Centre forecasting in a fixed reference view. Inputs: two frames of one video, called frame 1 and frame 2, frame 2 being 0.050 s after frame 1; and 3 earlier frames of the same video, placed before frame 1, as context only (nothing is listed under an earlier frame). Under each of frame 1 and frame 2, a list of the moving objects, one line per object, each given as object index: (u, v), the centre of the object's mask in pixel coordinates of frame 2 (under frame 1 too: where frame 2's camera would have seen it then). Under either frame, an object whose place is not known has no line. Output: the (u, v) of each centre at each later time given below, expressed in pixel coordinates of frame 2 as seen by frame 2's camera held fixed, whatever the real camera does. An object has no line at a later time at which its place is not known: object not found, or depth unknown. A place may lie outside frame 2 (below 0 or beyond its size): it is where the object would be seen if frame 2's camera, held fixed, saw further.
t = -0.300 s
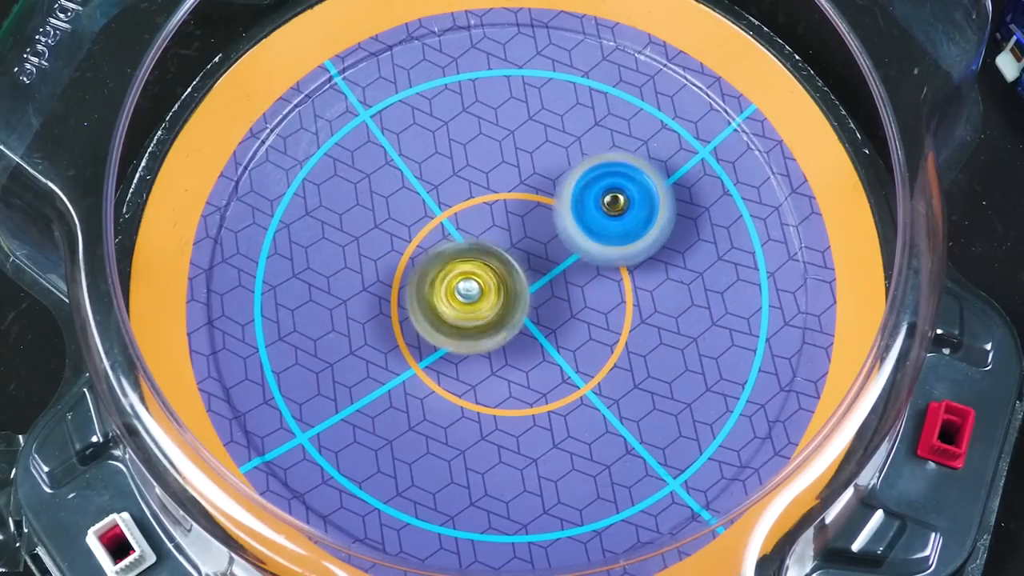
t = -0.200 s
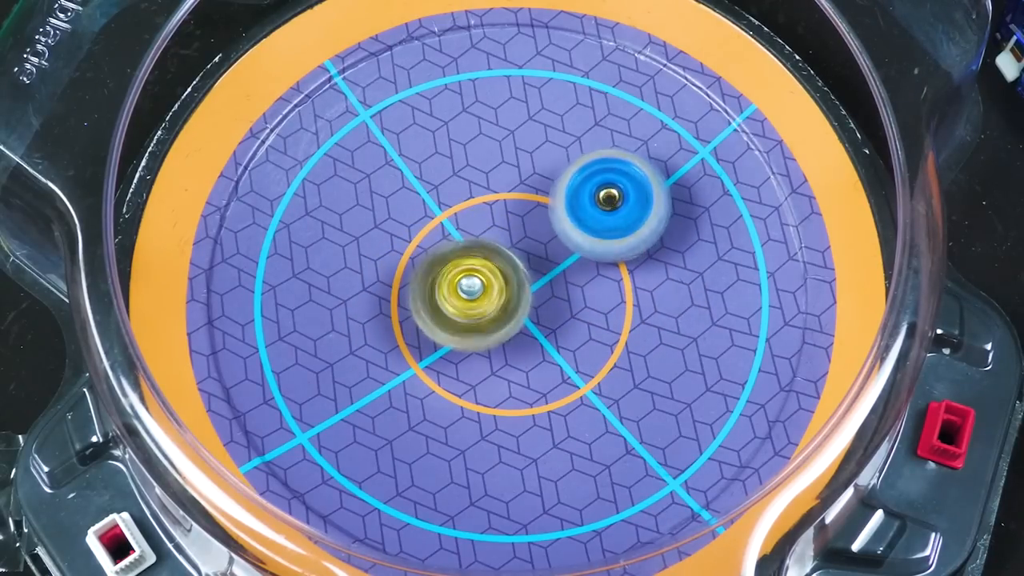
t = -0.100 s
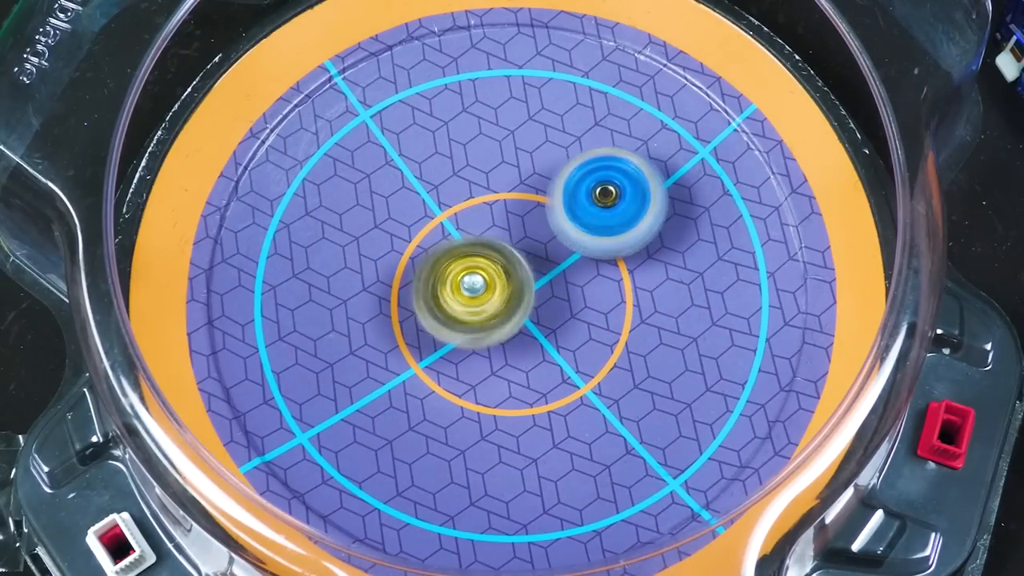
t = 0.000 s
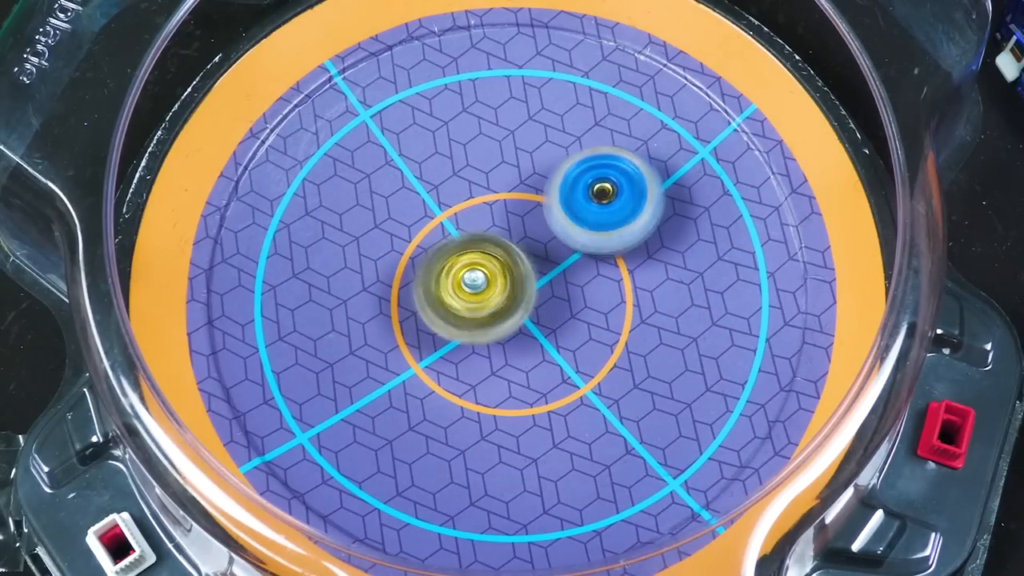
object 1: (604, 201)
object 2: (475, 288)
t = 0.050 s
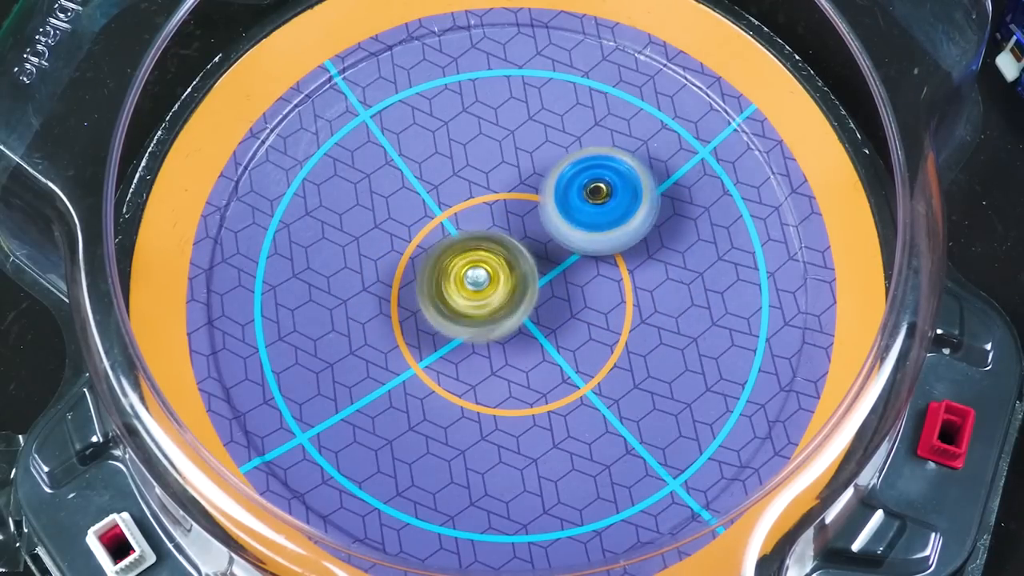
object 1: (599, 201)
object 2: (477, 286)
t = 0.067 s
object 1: (596, 200)
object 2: (477, 285)
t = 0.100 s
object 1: (593, 201)
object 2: (478, 283)
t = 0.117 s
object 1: (591, 201)
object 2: (478, 283)
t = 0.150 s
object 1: (586, 200)
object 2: (479, 281)
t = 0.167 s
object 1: (584, 201)
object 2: (480, 280)
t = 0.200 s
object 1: (578, 201)
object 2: (481, 279)
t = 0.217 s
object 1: (576, 200)
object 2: (479, 280)
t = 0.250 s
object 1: (580, 190)
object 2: (469, 287)
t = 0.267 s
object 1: (581, 187)
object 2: (467, 291)
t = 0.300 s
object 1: (577, 185)
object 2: (464, 294)
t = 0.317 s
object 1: (575, 183)
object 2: (464, 294)
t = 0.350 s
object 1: (572, 180)
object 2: (463, 296)
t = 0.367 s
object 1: (572, 179)
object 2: (463, 295)
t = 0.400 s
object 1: (569, 178)
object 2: (463, 294)
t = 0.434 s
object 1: (566, 177)
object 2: (464, 294)
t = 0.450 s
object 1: (566, 177)
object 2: (463, 294)
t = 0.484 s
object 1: (565, 176)
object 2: (463, 294)
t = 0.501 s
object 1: (564, 176)
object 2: (463, 294)
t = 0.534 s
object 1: (564, 176)
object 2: (464, 294)
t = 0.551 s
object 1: (563, 176)
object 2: (464, 293)
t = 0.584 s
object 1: (563, 176)
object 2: (465, 294)
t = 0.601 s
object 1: (563, 176)
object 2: (465, 293)
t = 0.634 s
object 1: (562, 176)
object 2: (466, 293)
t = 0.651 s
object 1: (562, 177)
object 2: (466, 293)
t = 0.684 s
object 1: (561, 176)
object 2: (467, 293)
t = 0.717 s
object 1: (561, 176)
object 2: (468, 292)
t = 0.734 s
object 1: (561, 176)
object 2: (468, 292)
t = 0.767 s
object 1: (561, 176)
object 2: (470, 292)
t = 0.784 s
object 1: (560, 176)
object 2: (472, 291)
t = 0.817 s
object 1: (560, 176)
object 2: (473, 290)
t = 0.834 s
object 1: (559, 175)
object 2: (473, 289)
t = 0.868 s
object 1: (560, 175)
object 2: (475, 288)
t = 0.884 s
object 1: (560, 175)
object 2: (475, 288)
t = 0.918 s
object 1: (559, 175)
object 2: (477, 286)
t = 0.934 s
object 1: (559, 175)
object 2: (477, 285)
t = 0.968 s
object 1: (559, 174)
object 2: (479, 284)
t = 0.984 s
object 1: (558, 174)
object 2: (480, 283)
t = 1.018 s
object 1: (558, 174)
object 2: (481, 281)
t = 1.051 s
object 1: (558, 173)
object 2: (481, 279)
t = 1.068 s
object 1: (557, 172)
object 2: (482, 278)
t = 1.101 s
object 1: (556, 173)
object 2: (483, 276)
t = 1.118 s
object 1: (556, 172)
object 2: (483, 275)
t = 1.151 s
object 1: (553, 173)
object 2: (484, 273)
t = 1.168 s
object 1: (553, 173)
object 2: (483, 272)
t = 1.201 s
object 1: (551, 171)
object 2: (483, 270)
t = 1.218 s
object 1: (550, 172)
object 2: (484, 270)
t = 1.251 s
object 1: (556, 161)
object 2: (477, 281)
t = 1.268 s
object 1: (557, 157)
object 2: (476, 286)
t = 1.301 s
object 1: (557, 154)
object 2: (472, 290)
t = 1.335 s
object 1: (556, 152)
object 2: (469, 292)
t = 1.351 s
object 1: (553, 151)
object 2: (469, 292)
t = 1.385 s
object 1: (553, 152)
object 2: (468, 293)
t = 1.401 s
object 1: (553, 152)
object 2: (468, 292)
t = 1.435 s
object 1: (553, 154)
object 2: (468, 292)
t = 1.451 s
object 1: (553, 155)
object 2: (466, 292)
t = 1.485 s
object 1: (550, 159)
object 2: (466, 292)
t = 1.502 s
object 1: (550, 162)
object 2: (466, 293)
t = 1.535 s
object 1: (547, 164)
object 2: (465, 293)
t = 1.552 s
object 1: (544, 165)
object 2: (466, 293)
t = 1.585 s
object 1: (541, 167)
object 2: (466, 293)
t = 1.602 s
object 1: (540, 166)
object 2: (467, 293)
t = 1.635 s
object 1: (537, 166)
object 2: (467, 294)
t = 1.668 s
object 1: (537, 165)
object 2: (468, 294)
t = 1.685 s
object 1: (537, 164)
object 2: (470, 294)
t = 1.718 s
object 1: (535, 165)
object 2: (470, 294)
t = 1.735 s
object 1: (535, 165)
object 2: (471, 293)
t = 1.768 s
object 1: (532, 167)
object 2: (473, 293)
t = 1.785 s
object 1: (532, 168)
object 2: (473, 291)
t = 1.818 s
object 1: (529, 170)
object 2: (475, 291)
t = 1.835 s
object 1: (527, 173)
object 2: (475, 291)
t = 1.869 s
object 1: (523, 175)
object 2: (476, 288)
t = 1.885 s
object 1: (520, 177)
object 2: (476, 288)
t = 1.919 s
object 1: (517, 179)
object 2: (478, 292)
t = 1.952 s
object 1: (517, 163)
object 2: (478, 311)
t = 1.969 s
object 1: (516, 158)
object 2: (479, 318)
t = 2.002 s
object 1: (514, 154)
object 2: (480, 329)
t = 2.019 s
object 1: (512, 154)
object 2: (481, 331)
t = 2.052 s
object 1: (508, 154)
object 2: (483, 333)
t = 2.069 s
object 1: (508, 154)
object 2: (484, 333)
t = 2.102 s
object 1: (506, 153)
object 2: (485, 332)
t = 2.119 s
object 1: (506, 153)
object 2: (486, 331)
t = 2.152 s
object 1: (506, 153)
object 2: (485, 331)
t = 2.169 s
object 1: (505, 155)
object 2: (485, 330)
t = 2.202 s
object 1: (505, 155)
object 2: (485, 330)
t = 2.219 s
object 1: (504, 156)
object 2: (486, 330)
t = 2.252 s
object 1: (504, 157)
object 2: (486, 328)
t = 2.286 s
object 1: (503, 157)
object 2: (486, 327)
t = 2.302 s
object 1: (502, 157)
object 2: (489, 325)
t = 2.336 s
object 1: (501, 158)
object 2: (490, 321)
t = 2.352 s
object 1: (500, 157)
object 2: (492, 317)
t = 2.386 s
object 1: (499, 157)
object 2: (495, 311)
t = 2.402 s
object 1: (498, 157)
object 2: (497, 305)
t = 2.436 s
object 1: (497, 157)
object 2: (500, 298)
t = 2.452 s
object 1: (497, 158)
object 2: (501, 294)
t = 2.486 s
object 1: (495, 159)
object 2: (504, 285)
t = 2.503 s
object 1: (495, 161)
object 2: (505, 280)
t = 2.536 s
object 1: (491, 157)
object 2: (510, 277)
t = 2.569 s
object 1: (487, 141)
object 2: (516, 287)
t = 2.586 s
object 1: (487, 135)
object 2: (520, 290)
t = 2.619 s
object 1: (483, 129)
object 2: (522, 293)
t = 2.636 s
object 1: (482, 130)
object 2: (525, 293)
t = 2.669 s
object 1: (479, 130)
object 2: (524, 292)
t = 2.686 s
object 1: (477, 132)
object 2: (524, 292)
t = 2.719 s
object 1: (476, 133)
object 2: (523, 292)
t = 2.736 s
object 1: (475, 133)
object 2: (524, 293)
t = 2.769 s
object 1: (476, 135)
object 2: (523, 293)
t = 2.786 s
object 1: (476, 136)
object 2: (525, 293)
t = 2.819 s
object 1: (477, 140)
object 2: (524, 292)
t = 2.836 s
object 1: (477, 140)
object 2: (525, 292)
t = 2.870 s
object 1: (476, 143)
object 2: (524, 292)
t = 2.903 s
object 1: (475, 145)
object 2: (524, 292)
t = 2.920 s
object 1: (474, 145)
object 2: (524, 291)
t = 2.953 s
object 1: (472, 147)
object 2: (524, 291)
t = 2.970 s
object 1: (472, 147)
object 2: (523, 290)
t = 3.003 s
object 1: (471, 152)
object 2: (522, 290)
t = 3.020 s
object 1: (472, 154)
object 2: (521, 289)
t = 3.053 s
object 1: (468, 158)
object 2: (521, 289)
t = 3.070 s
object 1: (469, 161)
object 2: (520, 289)
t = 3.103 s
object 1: (467, 168)
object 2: (520, 289)
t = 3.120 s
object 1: (465, 173)
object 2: (519, 288)
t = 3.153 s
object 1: (464, 179)
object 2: (518, 288)
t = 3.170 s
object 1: (461, 184)
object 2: (517, 287)
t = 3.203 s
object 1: (457, 188)
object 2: (517, 290)
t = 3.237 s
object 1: (452, 188)
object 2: (519, 298)
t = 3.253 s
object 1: (451, 191)
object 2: (519, 300)
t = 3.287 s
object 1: (447, 196)
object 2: (516, 305)
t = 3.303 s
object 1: (445, 197)
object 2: (517, 306)
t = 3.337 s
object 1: (442, 200)
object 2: (515, 311)
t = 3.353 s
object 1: (440, 202)
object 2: (515, 312)
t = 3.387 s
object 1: (437, 206)
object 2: (515, 314)
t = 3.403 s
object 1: (435, 206)
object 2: (516, 314)
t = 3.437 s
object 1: (434, 208)
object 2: (515, 313)
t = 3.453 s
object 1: (433, 209)
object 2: (514, 313)
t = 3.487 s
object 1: (431, 212)
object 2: (513, 314)
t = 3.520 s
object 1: (429, 213)
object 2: (514, 314)
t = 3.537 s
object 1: (429, 213)
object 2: (512, 314)
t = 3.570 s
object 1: (430, 215)
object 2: (513, 314)
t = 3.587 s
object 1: (429, 215)
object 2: (512, 314)
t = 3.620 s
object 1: (428, 216)
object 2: (513, 314)
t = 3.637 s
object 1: (428, 215)
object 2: (512, 313)
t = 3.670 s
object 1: (430, 216)
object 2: (512, 313)
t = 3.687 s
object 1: (431, 216)
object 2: (511, 312)
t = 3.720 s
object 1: (431, 217)
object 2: (512, 311)
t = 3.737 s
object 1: (432, 218)
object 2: (510, 310)
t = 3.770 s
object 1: (431, 217)
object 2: (510, 310)
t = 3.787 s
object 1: (432, 216)
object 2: (510, 311)
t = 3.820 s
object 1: (433, 212)
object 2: (513, 313)
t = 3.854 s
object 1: (436, 214)
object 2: (514, 312)
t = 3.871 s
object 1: (437, 215)
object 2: (512, 310)
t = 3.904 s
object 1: (436, 220)
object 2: (511, 311)
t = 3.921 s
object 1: (436, 220)
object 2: (512, 310)
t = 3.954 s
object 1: (434, 221)
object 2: (513, 310)
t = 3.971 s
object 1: (434, 221)
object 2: (513, 309)
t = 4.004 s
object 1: (433, 220)
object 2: (514, 311)
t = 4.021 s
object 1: (431, 220)
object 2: (515, 311)
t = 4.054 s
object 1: (432, 221)
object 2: (518, 310)
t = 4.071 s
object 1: (432, 222)
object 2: (517, 310)
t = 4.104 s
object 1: (432, 225)
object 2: (517, 309)
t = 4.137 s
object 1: (428, 224)
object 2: (518, 311)
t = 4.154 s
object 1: (428, 224)
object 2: (517, 310)
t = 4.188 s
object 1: (430, 224)
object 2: (519, 310)
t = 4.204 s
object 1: (430, 226)
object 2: (518, 308)
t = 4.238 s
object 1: (430, 228)
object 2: (519, 309)
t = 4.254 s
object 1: (431, 228)
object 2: (519, 308)
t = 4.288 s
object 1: (430, 226)
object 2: (523, 309)
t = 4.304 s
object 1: (431, 227)
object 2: (524, 308)
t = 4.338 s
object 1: (429, 229)
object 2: (527, 305)
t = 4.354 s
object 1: (425, 228)
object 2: (532, 308)
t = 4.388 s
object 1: (418, 226)
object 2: (539, 307)
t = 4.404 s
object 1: (419, 226)
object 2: (540, 307)
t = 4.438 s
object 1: (420, 228)
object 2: (543, 305)
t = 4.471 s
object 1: (419, 233)
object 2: (545, 301)
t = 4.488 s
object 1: (418, 233)
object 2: (545, 300)
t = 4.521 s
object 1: (417, 235)
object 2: (548, 296)
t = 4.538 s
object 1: (417, 234)
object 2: (548, 293)
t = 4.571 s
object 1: (419, 236)
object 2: (549, 289)
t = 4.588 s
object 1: (419, 237)
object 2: (548, 286)
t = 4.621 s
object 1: (419, 242)
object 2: (548, 281)
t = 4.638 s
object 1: (418, 242)
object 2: (548, 279)
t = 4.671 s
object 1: (421, 245)
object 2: (545, 275)
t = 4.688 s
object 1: (421, 245)
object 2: (544, 272)
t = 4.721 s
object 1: (411, 250)
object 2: (553, 265)
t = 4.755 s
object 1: (398, 253)
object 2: (563, 260)
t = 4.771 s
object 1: (395, 255)
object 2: (567, 255)
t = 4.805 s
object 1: (393, 259)
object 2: (574, 251)
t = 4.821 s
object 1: (392, 263)
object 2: (577, 248)
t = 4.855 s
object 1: (389, 264)
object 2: (578, 243)
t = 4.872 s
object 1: (389, 266)
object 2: (580, 242)
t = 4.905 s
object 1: (389, 266)
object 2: (581, 238)
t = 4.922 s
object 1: (390, 268)
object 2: (579, 237)
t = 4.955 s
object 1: (391, 268)
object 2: (580, 235)
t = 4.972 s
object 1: (392, 270)
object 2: (580, 233)
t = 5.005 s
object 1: (394, 269)
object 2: (575, 233)
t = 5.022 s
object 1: (395, 271)
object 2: (574, 234)
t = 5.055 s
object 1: (397, 272)
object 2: (569, 231)
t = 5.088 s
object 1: (398, 276)
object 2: (564, 234)
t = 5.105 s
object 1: (398, 277)
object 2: (561, 232)
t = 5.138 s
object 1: (396, 280)
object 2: (553, 235)
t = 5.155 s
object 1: (396, 280)
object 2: (550, 238)
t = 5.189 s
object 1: (398, 280)
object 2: (540, 239)
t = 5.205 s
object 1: (399, 280)
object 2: (535, 242)
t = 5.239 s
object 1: (402, 283)
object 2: (529, 246)
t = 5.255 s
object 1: (403, 284)
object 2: (523, 249)
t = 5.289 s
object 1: (401, 288)
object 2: (520, 251)
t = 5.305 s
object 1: (400, 288)
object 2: (519, 251)
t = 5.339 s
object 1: (401, 289)
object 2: (521, 253)
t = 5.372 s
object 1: (396, 287)
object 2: (529, 255)
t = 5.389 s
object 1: (395, 288)
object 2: (531, 257)
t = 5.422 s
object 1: (396, 287)
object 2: (540, 263)
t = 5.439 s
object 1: (399, 288)
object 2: (544, 264)
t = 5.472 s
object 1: (400, 290)
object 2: (551, 268)
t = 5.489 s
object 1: (402, 290)
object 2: (554, 271)
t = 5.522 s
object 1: (402, 292)
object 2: (559, 273)
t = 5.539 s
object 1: (403, 292)
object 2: (562, 274)
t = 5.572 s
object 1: (404, 295)
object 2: (566, 274)
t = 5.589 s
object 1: (405, 295)
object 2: (568, 275)
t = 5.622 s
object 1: (405, 298)
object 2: (571, 276)
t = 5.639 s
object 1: (404, 298)
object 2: (571, 275)
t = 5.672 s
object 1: (405, 301)
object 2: (571, 276)
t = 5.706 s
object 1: (408, 299)
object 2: (570, 276)
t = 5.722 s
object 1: (410, 300)
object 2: (569, 277)
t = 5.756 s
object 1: (413, 302)
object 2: (570, 279)
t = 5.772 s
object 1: (415, 304)
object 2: (569, 280)
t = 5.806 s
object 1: (416, 306)
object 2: (568, 282)
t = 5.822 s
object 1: (420, 306)
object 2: (567, 281)
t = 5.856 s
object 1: (424, 310)
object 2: (563, 280)
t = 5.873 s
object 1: (427, 311)
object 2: (563, 282)
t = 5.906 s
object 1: (430, 315)
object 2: (558, 281)
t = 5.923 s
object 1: (432, 315)
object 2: (554, 281)
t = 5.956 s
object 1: (428, 320)
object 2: (557, 277)
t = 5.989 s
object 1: (423, 322)
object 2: (560, 274)
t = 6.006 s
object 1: (424, 324)
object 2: (560, 273)
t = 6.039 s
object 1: (426, 325)
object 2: (556, 272)
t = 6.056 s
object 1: (427, 325)
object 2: (555, 273)
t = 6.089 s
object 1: (427, 326)
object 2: (553, 275)
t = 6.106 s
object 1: (427, 325)
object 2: (552, 275)
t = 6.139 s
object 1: (429, 323)
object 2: (550, 276)
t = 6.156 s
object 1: (432, 322)
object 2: (551, 277)
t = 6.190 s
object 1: (433, 323)
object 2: (552, 274)
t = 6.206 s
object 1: (433, 322)
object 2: (552, 271)
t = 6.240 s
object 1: (437, 322)
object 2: (550, 268)
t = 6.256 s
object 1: (438, 323)
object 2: (547, 268)
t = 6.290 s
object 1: (439, 325)
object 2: (547, 265)
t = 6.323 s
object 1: (439, 327)
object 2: (549, 262)
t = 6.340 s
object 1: (440, 326)
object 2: (549, 260)
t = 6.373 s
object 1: (443, 327)
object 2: (548, 257)
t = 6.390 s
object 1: (444, 328)
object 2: (549, 256)
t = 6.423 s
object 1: (445, 330)
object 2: (549, 251)
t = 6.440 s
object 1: (444, 328)
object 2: (548, 249)
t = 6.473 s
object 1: (448, 326)
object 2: (546, 249)
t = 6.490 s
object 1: (448, 327)
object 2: (545, 245)
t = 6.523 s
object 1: (448, 329)
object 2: (544, 236)
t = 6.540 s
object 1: (448, 330)
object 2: (544, 234)
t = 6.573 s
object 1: (448, 329)
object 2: (543, 228)
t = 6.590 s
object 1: (450, 328)
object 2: (542, 228)
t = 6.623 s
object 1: (452, 329)
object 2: (538, 225)
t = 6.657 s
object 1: (455, 331)
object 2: (534, 220)
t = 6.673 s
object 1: (456, 331)
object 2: (532, 221)
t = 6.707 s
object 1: (459, 331)
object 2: (527, 222)
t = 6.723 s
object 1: (461, 332)
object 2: (524, 220)
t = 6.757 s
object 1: (463, 332)
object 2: (518, 220)
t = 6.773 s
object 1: (465, 334)
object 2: (515, 222)
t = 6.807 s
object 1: (466, 335)
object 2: (512, 225)
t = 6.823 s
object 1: (465, 339)
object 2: (510, 225)
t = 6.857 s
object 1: (465, 353)
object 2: (502, 211)
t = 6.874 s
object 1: (465, 361)
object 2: (499, 210)
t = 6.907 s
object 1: (468, 369)
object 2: (494, 208)
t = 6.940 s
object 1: (473, 375)
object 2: (493, 209)
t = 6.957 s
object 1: (474, 377)
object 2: (494, 209)
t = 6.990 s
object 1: (476, 378)
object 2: (494, 206)
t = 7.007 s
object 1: (476, 379)
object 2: (493, 205)
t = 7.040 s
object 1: (475, 377)
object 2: (487, 204)
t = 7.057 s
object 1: (476, 377)
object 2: (483, 205)
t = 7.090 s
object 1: (474, 375)
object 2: (480, 212)
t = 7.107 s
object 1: (474, 372)
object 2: (480, 215)
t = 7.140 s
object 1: (475, 369)
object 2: (485, 222)
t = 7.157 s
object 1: (474, 366)
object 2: (487, 224)
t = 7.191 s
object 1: (474, 359)
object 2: (491, 224)
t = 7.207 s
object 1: (475, 356)
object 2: (491, 224)
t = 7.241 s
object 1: (480, 347)
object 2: (493, 227)
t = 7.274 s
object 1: (486, 341)
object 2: (495, 228)
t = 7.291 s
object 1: (490, 339)
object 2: (497, 230)
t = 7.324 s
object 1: (500, 338)
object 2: (503, 234)
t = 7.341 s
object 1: (502, 338)
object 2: (508, 233)
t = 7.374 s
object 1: (506, 340)
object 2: (516, 229)
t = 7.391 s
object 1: (506, 343)
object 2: (518, 226)
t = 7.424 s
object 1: (505, 342)
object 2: (521, 224)
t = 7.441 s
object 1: (506, 342)
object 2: (523, 222)
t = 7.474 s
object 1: (506, 341)
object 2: (524, 221)
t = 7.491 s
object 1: (508, 340)
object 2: (525, 220)
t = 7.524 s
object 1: (509, 341)
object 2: (527, 219)
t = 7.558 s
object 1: (512, 337)
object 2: (530, 215)
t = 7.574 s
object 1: (513, 337)
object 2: (530, 213)
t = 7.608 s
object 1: (516, 335)
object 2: (527, 206)
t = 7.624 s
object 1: (519, 334)
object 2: (525, 205)
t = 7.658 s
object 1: (520, 334)
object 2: (519, 207)
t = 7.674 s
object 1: (522, 332)
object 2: (517, 210)
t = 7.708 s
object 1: (524, 334)
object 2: (517, 213)
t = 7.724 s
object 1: (524, 333)
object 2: (517, 214)
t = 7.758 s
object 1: (526, 333)
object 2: (516, 215)
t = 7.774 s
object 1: (525, 333)
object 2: (516, 216)
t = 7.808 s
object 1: (524, 337)
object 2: (511, 212)
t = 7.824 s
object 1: (526, 339)
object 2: (507, 213)
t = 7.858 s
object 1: (526, 340)
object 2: (503, 219)
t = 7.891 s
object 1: (528, 340)
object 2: (505, 226)
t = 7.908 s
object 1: (527, 346)
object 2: (508, 224)
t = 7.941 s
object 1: (528, 356)
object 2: (508, 215)
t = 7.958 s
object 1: (530, 357)
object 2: (508, 212)
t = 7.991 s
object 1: (531, 358)
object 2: (503, 210)
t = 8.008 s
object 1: (531, 358)
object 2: (502, 211)
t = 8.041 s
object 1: (531, 358)
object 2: (501, 214)
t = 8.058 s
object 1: (529, 356)
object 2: (503, 215)
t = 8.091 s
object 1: (527, 352)
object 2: (507, 213)
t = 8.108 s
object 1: (527, 351)
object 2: (508, 212)
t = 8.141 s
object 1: (524, 345)
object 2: (505, 210)
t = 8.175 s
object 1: (525, 338)
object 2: (502, 215)
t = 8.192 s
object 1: (526, 335)
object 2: (500, 218)
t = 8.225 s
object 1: (530, 328)
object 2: (503, 222)
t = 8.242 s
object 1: (534, 329)
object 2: (502, 218)
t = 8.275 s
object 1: (536, 330)
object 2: (499, 216)
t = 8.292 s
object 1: (537, 329)
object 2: (497, 216)
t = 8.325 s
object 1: (542, 328)
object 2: (499, 216)
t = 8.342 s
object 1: (542, 327)
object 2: (499, 215)
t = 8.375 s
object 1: (544, 327)
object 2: (499, 212)
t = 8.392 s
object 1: (544, 327)
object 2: (498, 211)
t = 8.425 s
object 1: (542, 327)
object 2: (496, 210)
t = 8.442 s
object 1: (542, 325)
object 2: (496, 211)
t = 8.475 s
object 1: (540, 322)
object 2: (496, 211)
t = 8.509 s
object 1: (541, 322)
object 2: (499, 210)
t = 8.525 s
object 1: (541, 324)
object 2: (497, 208)
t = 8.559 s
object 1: (542, 327)
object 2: (494, 209)
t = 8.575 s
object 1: (541, 328)
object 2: (494, 210)
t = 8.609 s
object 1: (541, 328)
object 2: (495, 213)
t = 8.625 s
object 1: (542, 328)
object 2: (497, 215)
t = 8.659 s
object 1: (541, 328)
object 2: (500, 216)
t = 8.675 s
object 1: (541, 329)
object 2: (501, 215)
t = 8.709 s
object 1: (541, 336)
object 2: (497, 206)
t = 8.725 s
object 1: (538, 339)
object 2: (493, 205)
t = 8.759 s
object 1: (533, 342)
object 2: (486, 206)
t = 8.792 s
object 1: (526, 339)
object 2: (481, 216)
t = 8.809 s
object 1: (523, 337)
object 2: (481, 221)
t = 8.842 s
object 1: (519, 332)
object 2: (485, 229)
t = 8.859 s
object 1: (517, 328)
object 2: (490, 232)
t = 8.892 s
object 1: (520, 327)
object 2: (494, 230)
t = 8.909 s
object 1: (524, 331)
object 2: (491, 228)
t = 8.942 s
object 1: (529, 337)
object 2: (479, 227)
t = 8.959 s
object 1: (531, 339)
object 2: (474, 228)
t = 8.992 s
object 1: (530, 340)
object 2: (464, 232)
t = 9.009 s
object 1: (530, 340)
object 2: (458, 234)
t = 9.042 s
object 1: (531, 337)
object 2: (447, 240)
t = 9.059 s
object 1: (531, 336)
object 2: (441, 242)
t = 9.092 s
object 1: (533, 332)
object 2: (429, 245)
